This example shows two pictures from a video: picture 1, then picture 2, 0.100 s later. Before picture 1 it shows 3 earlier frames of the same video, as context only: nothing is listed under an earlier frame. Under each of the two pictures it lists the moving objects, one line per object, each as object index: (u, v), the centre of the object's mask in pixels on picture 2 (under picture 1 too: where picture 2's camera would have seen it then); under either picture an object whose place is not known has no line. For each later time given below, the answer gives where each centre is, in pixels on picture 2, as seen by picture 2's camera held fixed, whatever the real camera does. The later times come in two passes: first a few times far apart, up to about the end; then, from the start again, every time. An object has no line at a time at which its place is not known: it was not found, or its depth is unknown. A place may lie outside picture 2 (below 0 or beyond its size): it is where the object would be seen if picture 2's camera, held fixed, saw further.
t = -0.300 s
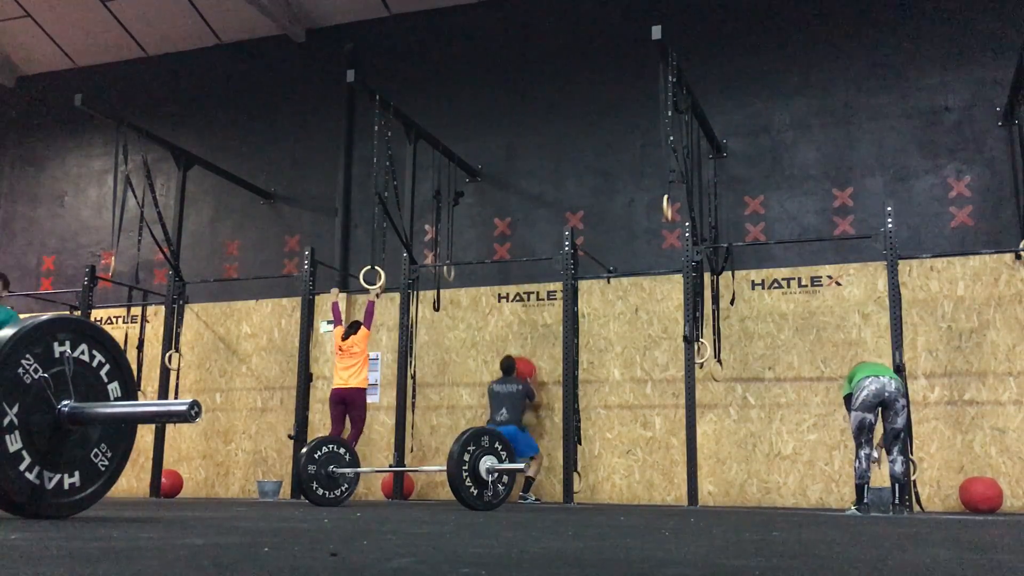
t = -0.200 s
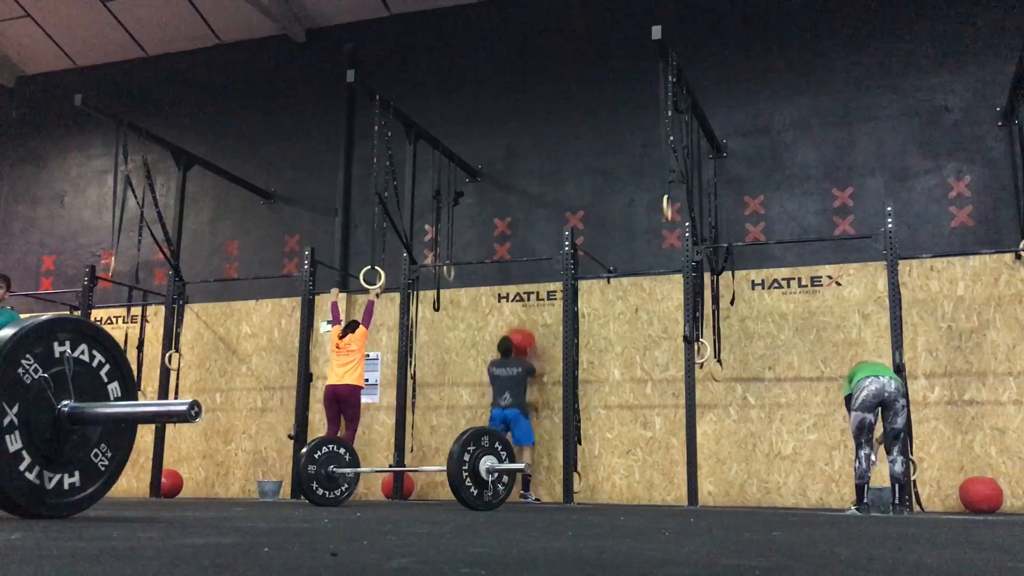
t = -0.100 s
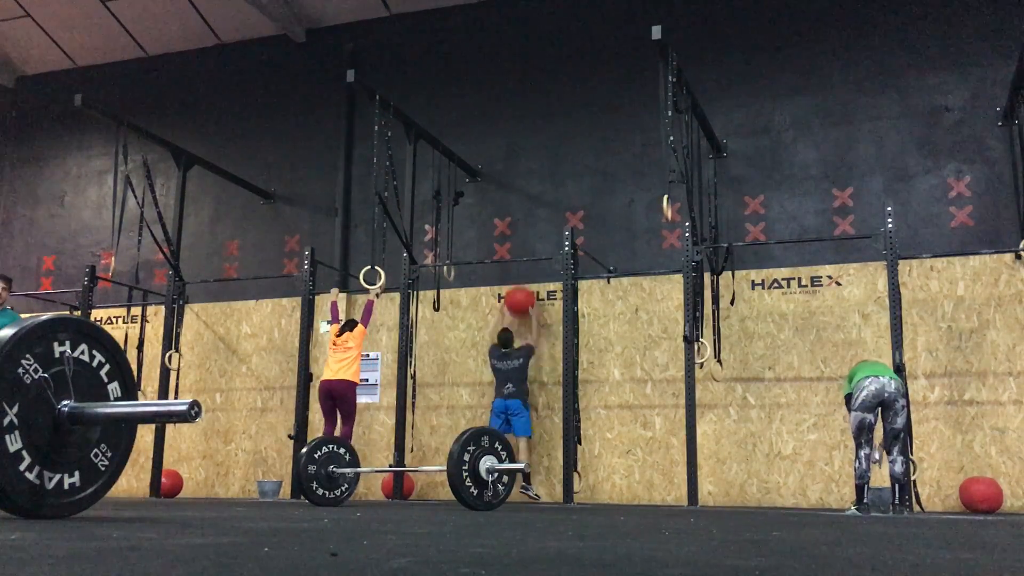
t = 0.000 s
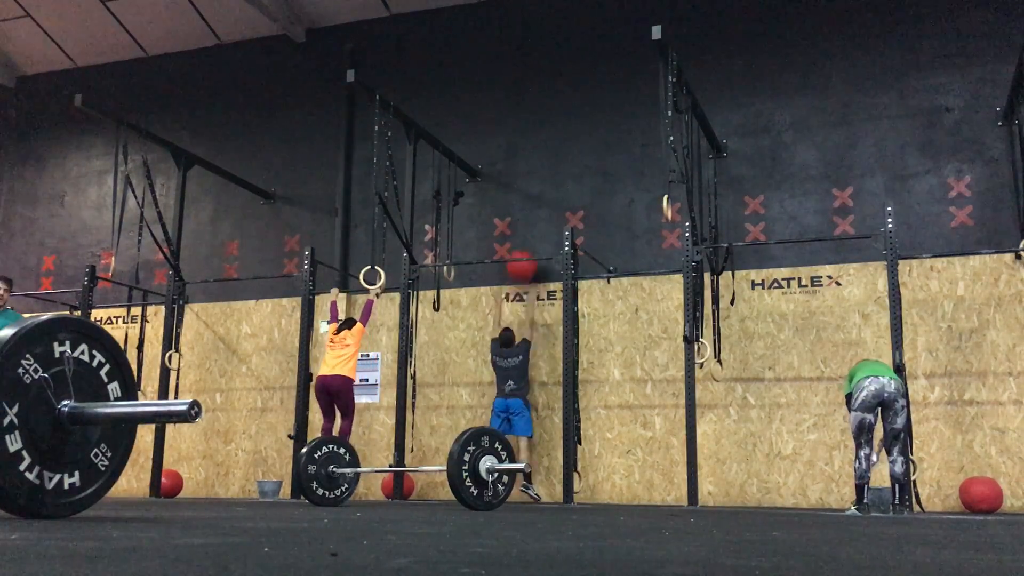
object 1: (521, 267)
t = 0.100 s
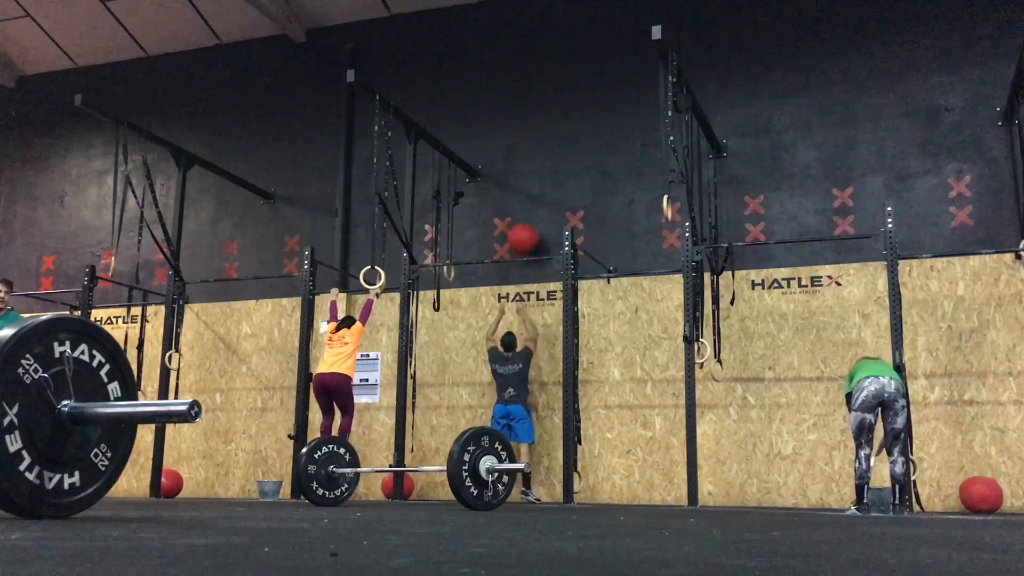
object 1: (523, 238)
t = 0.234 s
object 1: (524, 217)
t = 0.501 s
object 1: (522, 218)
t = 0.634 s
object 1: (520, 240)
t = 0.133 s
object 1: (523, 232)
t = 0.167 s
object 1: (523, 226)
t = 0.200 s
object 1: (524, 221)
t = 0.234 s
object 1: (524, 217)
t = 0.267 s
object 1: (525, 214)
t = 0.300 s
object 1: (525, 213)
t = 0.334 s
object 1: (524, 211)
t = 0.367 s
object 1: (524, 211)
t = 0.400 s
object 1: (523, 211)
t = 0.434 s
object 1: (523, 212)
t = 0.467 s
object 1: (523, 214)
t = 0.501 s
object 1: (522, 218)
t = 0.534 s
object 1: (522, 222)
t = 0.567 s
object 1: (521, 227)
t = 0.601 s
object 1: (521, 232)
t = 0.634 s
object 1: (520, 240)
